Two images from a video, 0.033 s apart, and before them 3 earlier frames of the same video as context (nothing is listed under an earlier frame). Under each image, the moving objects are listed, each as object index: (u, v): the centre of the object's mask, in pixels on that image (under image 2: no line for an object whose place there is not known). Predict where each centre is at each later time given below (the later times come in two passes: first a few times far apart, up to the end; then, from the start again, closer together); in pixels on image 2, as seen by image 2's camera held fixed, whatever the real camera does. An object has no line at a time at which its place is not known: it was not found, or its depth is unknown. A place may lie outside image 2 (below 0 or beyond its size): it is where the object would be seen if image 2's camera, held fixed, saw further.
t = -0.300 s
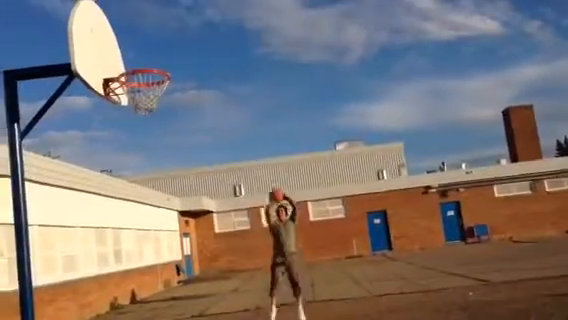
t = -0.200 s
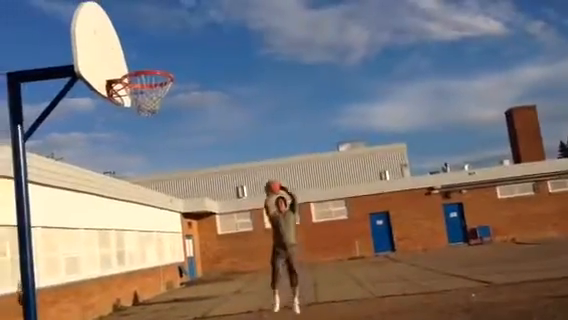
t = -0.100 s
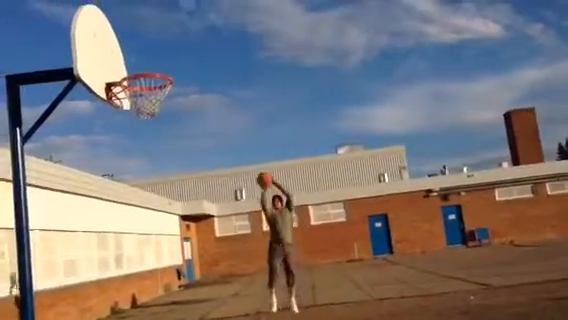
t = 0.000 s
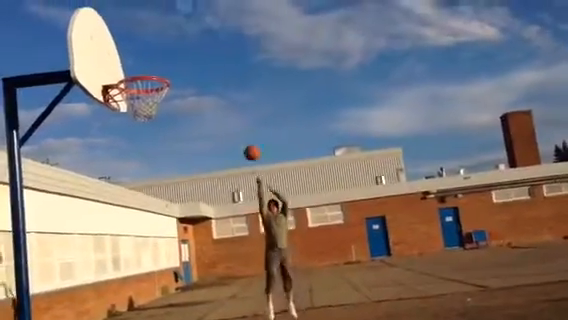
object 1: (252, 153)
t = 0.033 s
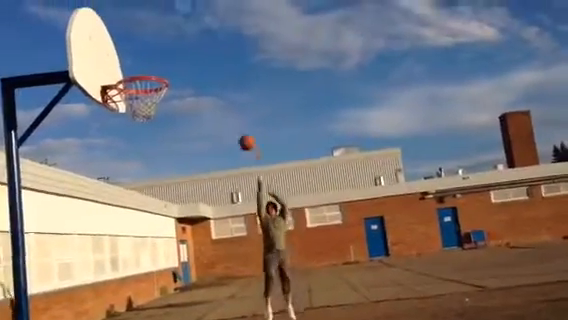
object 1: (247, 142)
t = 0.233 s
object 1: (222, 89)
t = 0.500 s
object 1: (187, 46)
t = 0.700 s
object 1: (155, 45)
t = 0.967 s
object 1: (150, 80)
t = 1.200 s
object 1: (151, 74)
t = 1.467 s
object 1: (138, 76)
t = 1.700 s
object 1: (127, 76)
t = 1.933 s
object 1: (159, 95)
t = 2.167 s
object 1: (142, 112)
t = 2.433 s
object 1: (134, 107)
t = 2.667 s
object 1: (149, 106)
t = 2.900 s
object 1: (145, 123)
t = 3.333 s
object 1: (129, 290)
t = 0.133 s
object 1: (235, 114)
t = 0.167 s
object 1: (230, 106)
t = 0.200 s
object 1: (227, 97)
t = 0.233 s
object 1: (222, 89)
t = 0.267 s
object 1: (218, 82)
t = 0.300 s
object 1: (214, 75)
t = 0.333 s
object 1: (209, 68)
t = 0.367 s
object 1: (205, 62)
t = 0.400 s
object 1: (201, 57)
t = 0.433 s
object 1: (197, 53)
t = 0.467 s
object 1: (191, 50)
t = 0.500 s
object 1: (187, 46)
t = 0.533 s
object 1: (182, 44)
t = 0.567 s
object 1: (178, 42)
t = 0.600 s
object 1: (172, 41)
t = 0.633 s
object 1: (167, 41)
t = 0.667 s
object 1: (162, 42)
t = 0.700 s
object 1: (155, 45)
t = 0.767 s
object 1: (144, 53)
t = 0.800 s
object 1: (139, 60)
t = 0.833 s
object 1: (133, 68)
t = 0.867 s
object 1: (126, 72)
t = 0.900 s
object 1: (138, 74)
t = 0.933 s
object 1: (155, 80)
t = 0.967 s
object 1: (150, 80)
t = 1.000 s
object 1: (147, 77)
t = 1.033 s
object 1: (135, 74)
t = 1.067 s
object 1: (130, 74)
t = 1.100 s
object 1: (132, 75)
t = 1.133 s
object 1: (143, 72)
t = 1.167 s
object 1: (150, 73)
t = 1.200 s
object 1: (151, 74)
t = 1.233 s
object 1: (151, 73)
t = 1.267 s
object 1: (152, 73)
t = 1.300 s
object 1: (152, 73)
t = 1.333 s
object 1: (151, 75)
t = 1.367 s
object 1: (148, 73)
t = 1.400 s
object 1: (146, 74)
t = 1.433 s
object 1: (143, 75)
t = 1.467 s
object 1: (138, 76)
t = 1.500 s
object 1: (139, 76)
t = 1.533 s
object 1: (138, 73)
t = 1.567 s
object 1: (131, 74)
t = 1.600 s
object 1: (128, 79)
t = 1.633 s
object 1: (128, 79)
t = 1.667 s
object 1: (126, 76)
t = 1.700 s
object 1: (127, 76)
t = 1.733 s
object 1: (129, 76)
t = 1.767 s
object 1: (133, 78)
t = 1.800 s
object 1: (139, 80)
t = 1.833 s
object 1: (144, 88)
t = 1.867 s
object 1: (151, 93)
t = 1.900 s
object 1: (156, 94)
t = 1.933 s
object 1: (159, 95)
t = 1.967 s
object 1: (161, 103)
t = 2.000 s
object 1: (158, 102)
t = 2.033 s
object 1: (155, 107)
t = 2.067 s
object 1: (154, 104)
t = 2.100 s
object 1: (150, 109)
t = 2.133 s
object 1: (148, 112)
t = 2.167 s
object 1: (142, 112)
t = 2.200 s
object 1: (137, 106)
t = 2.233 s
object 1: (135, 107)
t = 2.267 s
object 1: (132, 110)
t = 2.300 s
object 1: (133, 108)
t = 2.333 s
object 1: (133, 109)
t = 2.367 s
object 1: (133, 108)
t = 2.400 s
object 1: (133, 107)
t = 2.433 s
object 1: (134, 107)
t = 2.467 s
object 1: (136, 106)
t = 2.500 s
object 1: (137, 106)
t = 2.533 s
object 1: (139, 106)
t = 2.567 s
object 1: (143, 105)
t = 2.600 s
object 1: (146, 107)
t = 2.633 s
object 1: (147, 107)
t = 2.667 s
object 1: (149, 106)
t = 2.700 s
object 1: (150, 107)
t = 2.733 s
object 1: (150, 108)
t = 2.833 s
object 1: (147, 119)
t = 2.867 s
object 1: (145, 120)
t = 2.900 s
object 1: (145, 123)
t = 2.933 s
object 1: (145, 128)
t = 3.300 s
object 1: (131, 267)
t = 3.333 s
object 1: (129, 290)
